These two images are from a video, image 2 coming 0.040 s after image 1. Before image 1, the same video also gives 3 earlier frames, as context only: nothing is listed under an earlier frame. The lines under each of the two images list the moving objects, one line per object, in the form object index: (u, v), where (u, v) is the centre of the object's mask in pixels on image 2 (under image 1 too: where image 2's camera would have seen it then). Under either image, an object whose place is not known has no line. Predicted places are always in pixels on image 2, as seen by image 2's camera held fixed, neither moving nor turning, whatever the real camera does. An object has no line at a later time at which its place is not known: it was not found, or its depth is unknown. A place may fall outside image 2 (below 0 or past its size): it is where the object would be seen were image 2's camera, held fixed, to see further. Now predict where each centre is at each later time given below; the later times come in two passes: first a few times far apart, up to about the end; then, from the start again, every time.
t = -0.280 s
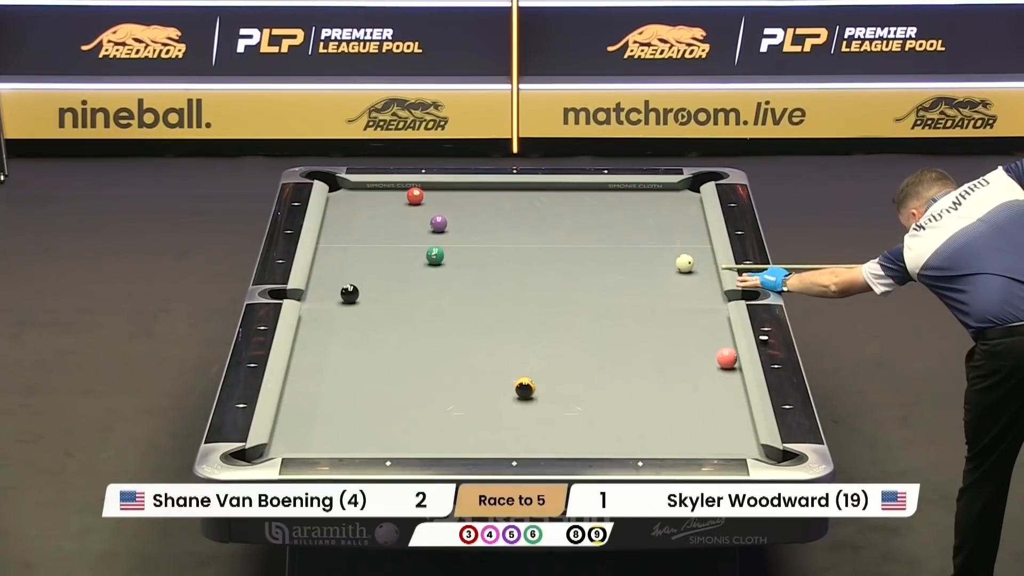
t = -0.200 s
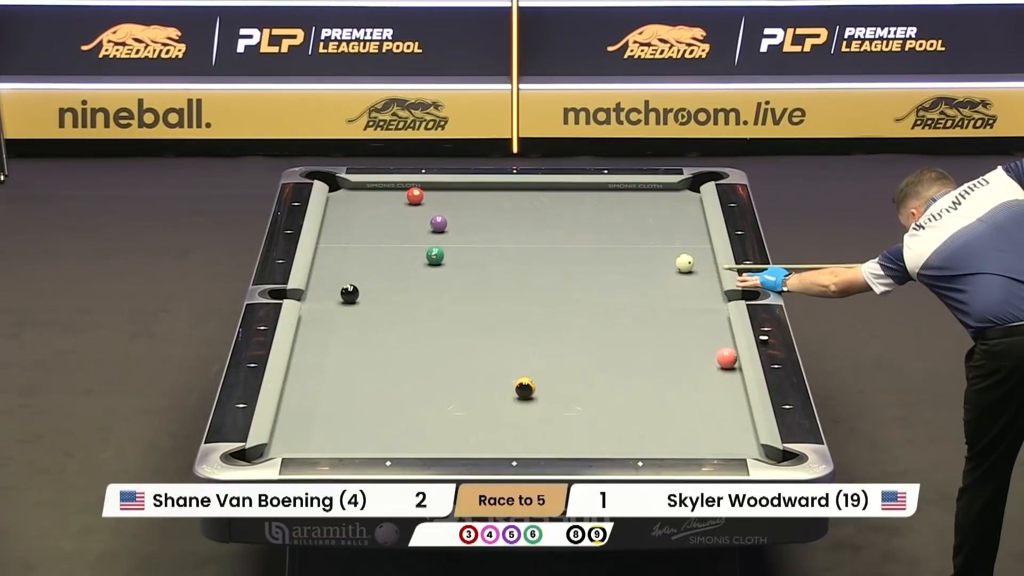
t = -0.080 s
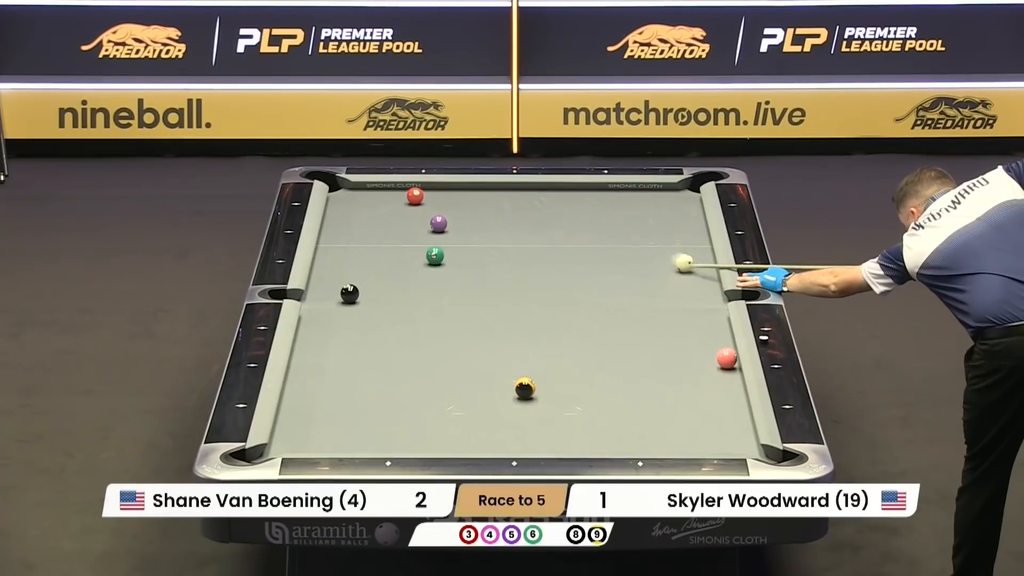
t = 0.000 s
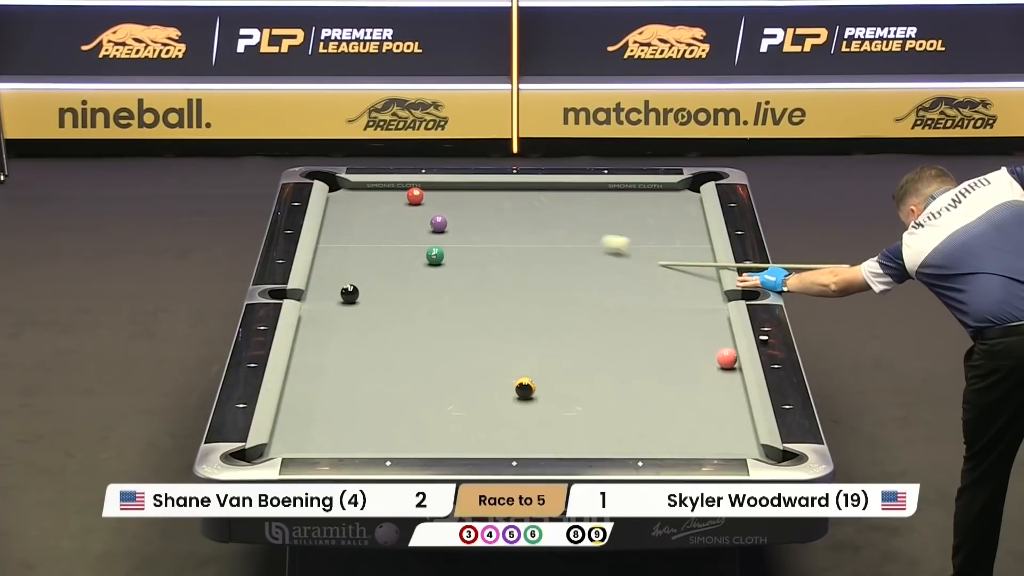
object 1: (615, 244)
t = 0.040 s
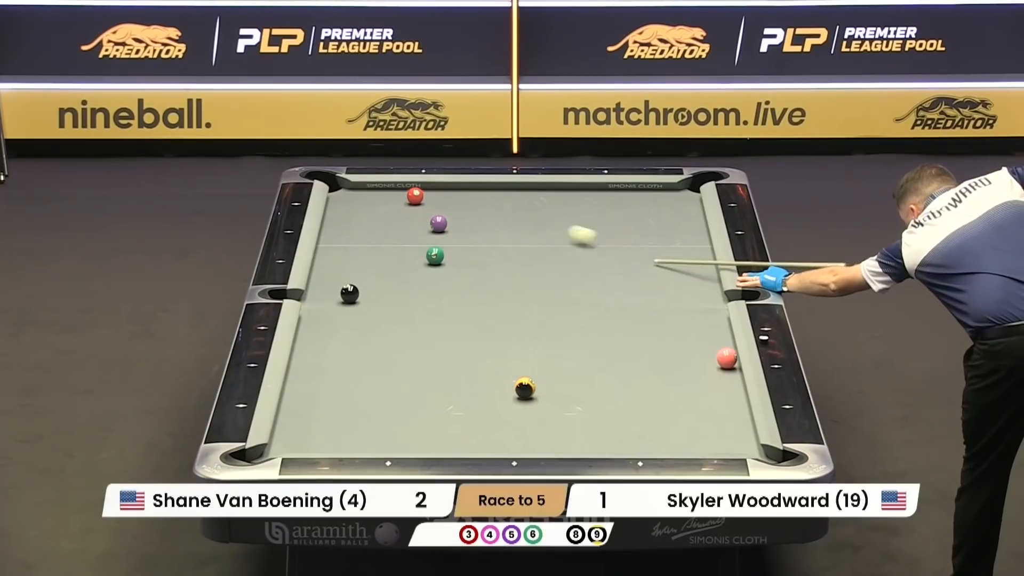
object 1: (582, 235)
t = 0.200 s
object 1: (458, 205)
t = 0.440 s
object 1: (447, 186)
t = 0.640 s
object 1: (467, 193)
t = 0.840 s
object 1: (485, 198)
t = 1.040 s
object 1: (504, 203)
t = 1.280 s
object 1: (525, 210)
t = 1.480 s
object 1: (542, 215)
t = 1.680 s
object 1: (559, 220)
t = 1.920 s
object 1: (579, 226)
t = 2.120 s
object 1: (595, 231)
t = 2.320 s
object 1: (611, 236)
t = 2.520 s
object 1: (627, 240)
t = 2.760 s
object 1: (644, 245)
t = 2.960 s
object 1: (659, 249)
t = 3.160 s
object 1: (672, 253)
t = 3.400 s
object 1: (688, 257)
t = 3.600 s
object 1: (700, 260)
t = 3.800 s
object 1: (706, 264)
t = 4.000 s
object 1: (701, 266)
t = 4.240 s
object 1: (696, 269)
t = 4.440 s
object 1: (691, 271)
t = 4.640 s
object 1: (688, 273)
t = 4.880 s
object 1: (684, 274)
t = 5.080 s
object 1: (681, 276)
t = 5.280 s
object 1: (679, 277)
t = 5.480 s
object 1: (677, 277)
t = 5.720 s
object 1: (676, 278)
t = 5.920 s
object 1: (675, 278)
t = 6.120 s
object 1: (675, 278)
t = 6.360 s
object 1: (675, 278)
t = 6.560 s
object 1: (675, 278)
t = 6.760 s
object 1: (675, 278)
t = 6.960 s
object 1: (675, 278)
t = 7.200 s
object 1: (675, 278)
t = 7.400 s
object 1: (675, 278)
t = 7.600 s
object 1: (675, 278)
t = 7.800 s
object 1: (675, 278)
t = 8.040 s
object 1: (675, 278)
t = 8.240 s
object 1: (675, 278)
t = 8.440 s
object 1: (675, 278)
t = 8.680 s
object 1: (675, 278)
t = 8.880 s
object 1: (675, 278)
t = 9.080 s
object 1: (675, 278)
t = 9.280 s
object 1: (675, 278)
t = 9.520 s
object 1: (675, 278)
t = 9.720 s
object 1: (675, 278)
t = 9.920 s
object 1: (675, 278)
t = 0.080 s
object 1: (549, 228)
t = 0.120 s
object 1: (517, 220)
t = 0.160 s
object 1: (487, 212)
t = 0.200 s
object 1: (458, 205)
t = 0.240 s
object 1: (433, 198)
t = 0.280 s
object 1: (434, 195)
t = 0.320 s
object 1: (438, 192)
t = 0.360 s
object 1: (441, 190)
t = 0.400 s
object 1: (444, 188)
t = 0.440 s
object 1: (447, 186)
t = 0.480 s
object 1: (451, 188)
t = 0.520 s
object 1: (455, 189)
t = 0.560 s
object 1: (459, 190)
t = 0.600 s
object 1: (463, 192)
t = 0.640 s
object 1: (467, 193)
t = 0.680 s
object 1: (470, 194)
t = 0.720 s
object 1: (474, 195)
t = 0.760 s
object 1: (478, 196)
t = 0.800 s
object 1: (482, 197)
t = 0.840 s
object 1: (485, 198)
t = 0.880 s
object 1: (489, 199)
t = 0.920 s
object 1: (493, 200)
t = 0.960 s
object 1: (496, 201)
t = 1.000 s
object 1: (500, 203)
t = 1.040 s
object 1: (504, 203)
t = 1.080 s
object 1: (507, 205)
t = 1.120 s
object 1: (511, 206)
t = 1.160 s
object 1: (514, 207)
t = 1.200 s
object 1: (518, 208)
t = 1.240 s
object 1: (522, 209)
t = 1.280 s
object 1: (525, 210)
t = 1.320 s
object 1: (528, 211)
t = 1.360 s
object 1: (532, 212)
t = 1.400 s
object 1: (536, 213)
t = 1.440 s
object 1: (539, 214)
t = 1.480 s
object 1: (542, 215)
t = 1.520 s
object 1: (546, 216)
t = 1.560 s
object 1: (549, 217)
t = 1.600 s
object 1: (553, 218)
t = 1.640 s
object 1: (556, 219)
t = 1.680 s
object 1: (559, 220)
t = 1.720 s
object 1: (563, 221)
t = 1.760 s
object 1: (566, 222)
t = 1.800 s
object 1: (569, 223)
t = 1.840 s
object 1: (573, 224)
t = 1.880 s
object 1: (576, 225)
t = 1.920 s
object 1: (579, 226)
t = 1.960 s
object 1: (582, 227)
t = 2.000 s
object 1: (586, 228)
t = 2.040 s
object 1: (589, 229)
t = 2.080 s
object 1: (592, 230)
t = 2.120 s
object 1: (595, 231)
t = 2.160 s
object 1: (598, 232)
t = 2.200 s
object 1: (602, 233)
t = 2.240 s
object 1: (605, 234)
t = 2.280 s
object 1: (608, 235)
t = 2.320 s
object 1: (611, 236)
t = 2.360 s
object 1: (614, 236)
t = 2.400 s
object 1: (617, 237)
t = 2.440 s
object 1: (620, 238)
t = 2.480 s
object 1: (623, 239)
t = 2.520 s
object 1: (627, 240)
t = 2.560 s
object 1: (629, 241)
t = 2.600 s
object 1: (632, 242)
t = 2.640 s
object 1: (635, 242)
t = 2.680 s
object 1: (638, 243)
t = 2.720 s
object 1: (642, 244)
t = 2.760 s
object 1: (644, 245)
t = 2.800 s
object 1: (647, 246)
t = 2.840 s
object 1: (650, 247)
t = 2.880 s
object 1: (653, 247)
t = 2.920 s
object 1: (656, 248)
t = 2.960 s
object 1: (659, 249)
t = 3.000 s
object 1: (662, 249)
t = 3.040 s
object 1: (664, 250)
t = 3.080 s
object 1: (667, 251)
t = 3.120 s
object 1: (669, 252)
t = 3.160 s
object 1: (672, 253)
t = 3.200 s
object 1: (675, 253)
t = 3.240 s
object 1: (678, 254)
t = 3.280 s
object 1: (680, 255)
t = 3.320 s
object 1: (683, 256)
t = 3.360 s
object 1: (685, 256)
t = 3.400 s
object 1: (688, 257)
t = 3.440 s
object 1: (690, 258)
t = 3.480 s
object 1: (693, 258)
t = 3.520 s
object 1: (695, 259)
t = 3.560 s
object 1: (698, 260)
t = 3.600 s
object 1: (700, 260)
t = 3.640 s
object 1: (702, 261)
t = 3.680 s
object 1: (705, 262)
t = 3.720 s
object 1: (707, 263)
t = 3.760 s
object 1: (707, 263)
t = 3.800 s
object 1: (706, 264)
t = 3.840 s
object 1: (705, 264)
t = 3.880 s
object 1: (704, 265)
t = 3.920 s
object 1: (702, 265)
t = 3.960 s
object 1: (702, 265)
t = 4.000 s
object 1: (701, 266)
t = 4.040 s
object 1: (700, 267)
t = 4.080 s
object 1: (699, 267)
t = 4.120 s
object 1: (698, 268)
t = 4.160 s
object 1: (697, 268)
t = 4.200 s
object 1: (696, 269)
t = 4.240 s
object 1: (696, 269)
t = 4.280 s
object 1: (694, 269)
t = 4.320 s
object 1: (694, 270)
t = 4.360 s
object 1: (693, 270)
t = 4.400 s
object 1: (692, 271)
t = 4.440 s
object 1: (691, 271)
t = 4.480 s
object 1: (691, 271)
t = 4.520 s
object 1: (690, 272)
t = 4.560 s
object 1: (689, 272)
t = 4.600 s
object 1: (688, 272)
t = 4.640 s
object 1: (688, 273)
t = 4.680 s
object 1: (687, 273)
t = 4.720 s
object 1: (686, 273)
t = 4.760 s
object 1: (686, 274)
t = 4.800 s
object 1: (685, 274)
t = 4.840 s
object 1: (684, 274)
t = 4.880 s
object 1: (684, 274)
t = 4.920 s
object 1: (683, 275)
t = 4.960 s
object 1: (683, 275)
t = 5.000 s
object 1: (682, 275)
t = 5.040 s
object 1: (682, 276)
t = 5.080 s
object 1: (681, 276)
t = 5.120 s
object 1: (681, 276)
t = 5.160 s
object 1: (681, 276)
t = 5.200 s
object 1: (680, 276)
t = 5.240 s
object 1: (679, 276)
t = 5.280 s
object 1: (679, 277)
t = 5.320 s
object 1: (679, 277)
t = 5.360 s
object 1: (678, 277)
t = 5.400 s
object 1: (678, 277)
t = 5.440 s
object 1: (677, 277)
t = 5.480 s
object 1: (677, 277)
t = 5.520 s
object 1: (677, 278)
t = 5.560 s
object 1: (677, 278)
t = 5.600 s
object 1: (676, 278)
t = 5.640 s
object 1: (676, 278)
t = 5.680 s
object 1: (676, 278)
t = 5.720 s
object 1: (676, 278)
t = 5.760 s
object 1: (676, 278)
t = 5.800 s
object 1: (675, 278)
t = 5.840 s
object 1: (675, 278)
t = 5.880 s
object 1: (675, 278)
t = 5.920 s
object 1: (675, 278)
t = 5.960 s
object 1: (675, 278)
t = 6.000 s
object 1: (675, 278)
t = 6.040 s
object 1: (675, 278)
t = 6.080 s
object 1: (675, 278)
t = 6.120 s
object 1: (675, 278)
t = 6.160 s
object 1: (675, 278)
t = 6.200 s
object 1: (675, 278)
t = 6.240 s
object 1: (675, 278)
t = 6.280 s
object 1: (675, 279)
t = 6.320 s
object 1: (675, 278)
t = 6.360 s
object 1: (675, 278)
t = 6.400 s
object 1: (675, 278)
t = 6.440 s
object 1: (675, 278)
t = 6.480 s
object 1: (675, 278)
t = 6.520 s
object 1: (675, 278)
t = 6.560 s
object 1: (675, 278)
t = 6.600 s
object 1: (675, 278)
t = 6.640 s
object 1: (675, 278)
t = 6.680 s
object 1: (675, 278)
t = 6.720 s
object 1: (675, 278)
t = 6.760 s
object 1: (675, 278)
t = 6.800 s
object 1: (675, 278)
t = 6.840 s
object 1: (675, 278)
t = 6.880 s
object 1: (675, 278)
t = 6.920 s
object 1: (675, 278)
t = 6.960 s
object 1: (675, 278)
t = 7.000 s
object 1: (675, 278)
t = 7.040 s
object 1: (675, 278)
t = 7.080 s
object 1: (675, 278)
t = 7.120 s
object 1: (675, 278)
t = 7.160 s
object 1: (675, 278)
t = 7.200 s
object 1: (675, 278)
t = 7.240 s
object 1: (675, 278)
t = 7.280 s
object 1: (675, 278)
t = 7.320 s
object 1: (675, 278)
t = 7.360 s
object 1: (675, 278)
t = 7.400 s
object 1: (675, 278)
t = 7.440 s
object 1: (675, 278)
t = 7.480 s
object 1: (675, 278)
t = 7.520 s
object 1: (675, 278)
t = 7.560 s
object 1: (675, 278)
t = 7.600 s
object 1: (675, 278)
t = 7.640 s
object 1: (675, 278)
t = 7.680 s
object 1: (675, 278)
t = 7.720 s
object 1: (675, 278)
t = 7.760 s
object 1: (675, 278)
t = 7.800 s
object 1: (675, 278)
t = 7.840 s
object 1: (675, 278)
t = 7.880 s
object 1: (675, 278)
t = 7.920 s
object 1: (675, 278)
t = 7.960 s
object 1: (675, 278)
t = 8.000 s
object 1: (675, 278)
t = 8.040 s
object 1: (675, 278)
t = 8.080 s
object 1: (675, 278)
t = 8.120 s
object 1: (675, 278)
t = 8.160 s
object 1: (675, 278)
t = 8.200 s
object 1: (675, 278)
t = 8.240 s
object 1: (675, 278)
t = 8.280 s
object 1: (675, 278)
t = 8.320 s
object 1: (675, 278)
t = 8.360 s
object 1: (675, 278)
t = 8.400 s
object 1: (675, 278)
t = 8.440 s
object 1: (675, 278)
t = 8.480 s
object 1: (675, 278)
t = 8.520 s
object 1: (675, 278)
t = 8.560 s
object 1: (675, 278)
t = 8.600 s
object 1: (675, 278)
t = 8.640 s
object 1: (675, 278)
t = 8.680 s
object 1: (675, 278)
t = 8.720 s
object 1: (675, 278)
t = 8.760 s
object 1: (675, 278)
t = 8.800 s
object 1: (675, 278)
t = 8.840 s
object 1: (675, 278)
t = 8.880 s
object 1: (675, 278)
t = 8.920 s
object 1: (675, 278)
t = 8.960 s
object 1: (675, 278)
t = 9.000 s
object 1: (675, 278)
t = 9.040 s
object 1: (675, 278)
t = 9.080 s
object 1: (675, 278)
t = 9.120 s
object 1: (675, 278)
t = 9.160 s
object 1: (675, 278)
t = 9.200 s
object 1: (675, 278)
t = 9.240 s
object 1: (675, 278)
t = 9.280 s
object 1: (675, 278)
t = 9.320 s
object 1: (675, 278)
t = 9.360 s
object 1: (675, 278)
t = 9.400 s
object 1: (675, 278)
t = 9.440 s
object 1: (675, 278)
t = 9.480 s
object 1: (675, 278)
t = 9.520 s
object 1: (675, 278)
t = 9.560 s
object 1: (675, 278)
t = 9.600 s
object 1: (675, 278)
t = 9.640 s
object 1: (675, 278)
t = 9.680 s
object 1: (675, 278)
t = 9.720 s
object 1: (675, 278)
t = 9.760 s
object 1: (675, 278)
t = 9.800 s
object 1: (675, 278)
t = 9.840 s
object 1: (675, 278)
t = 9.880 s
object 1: (675, 278)
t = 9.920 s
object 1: (675, 278)
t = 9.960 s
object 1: (675, 278)
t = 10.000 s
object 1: (675, 278)
